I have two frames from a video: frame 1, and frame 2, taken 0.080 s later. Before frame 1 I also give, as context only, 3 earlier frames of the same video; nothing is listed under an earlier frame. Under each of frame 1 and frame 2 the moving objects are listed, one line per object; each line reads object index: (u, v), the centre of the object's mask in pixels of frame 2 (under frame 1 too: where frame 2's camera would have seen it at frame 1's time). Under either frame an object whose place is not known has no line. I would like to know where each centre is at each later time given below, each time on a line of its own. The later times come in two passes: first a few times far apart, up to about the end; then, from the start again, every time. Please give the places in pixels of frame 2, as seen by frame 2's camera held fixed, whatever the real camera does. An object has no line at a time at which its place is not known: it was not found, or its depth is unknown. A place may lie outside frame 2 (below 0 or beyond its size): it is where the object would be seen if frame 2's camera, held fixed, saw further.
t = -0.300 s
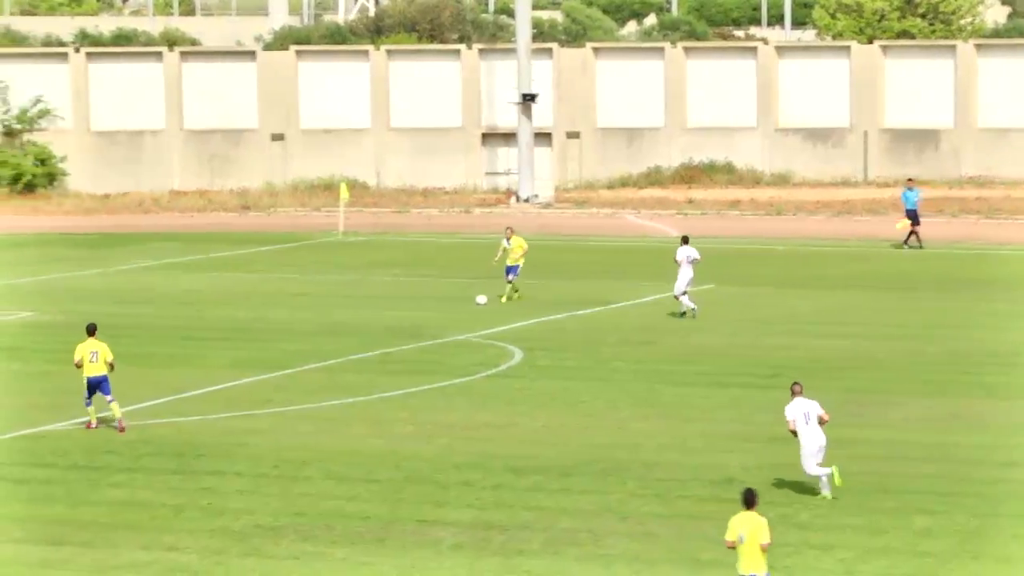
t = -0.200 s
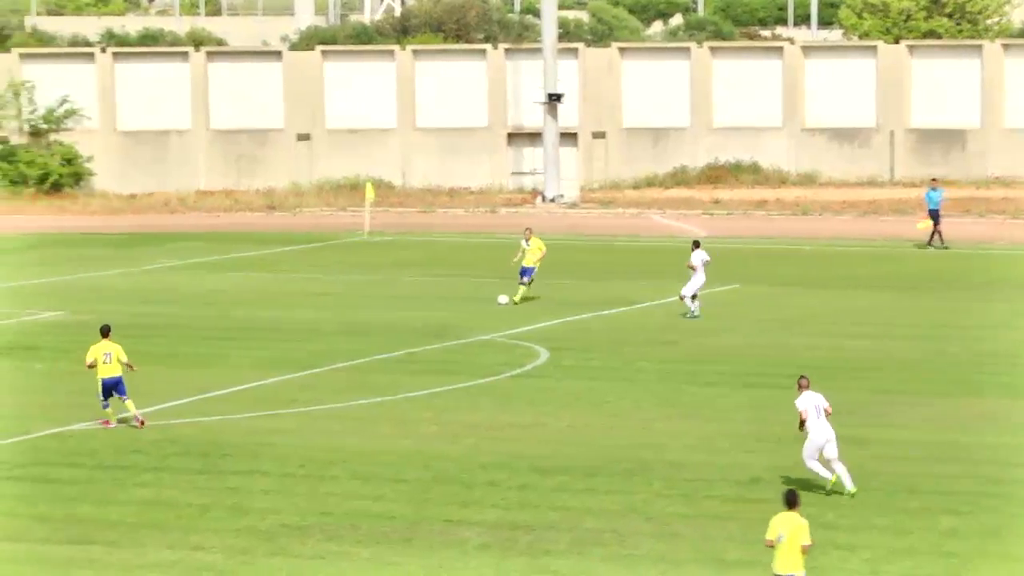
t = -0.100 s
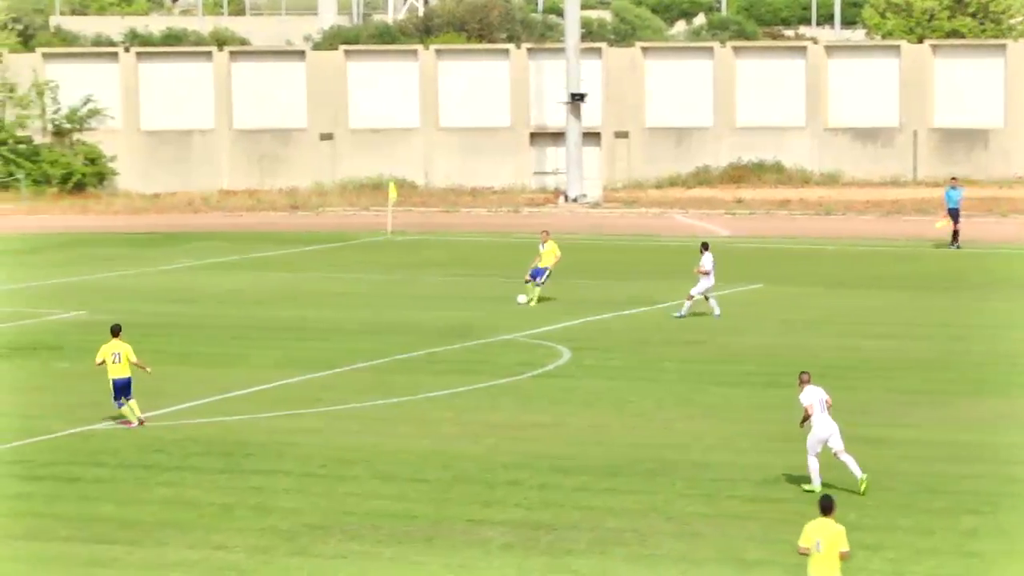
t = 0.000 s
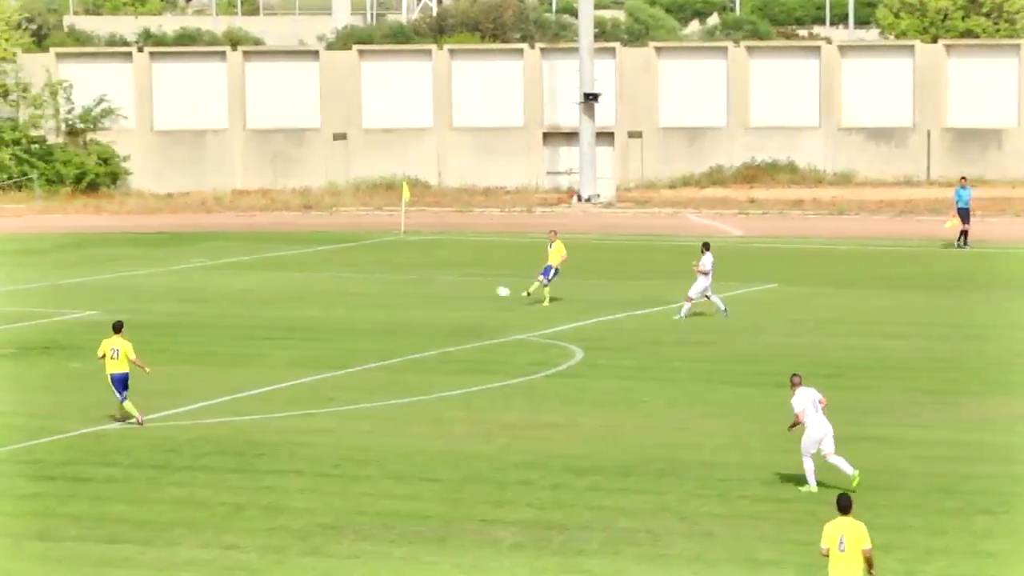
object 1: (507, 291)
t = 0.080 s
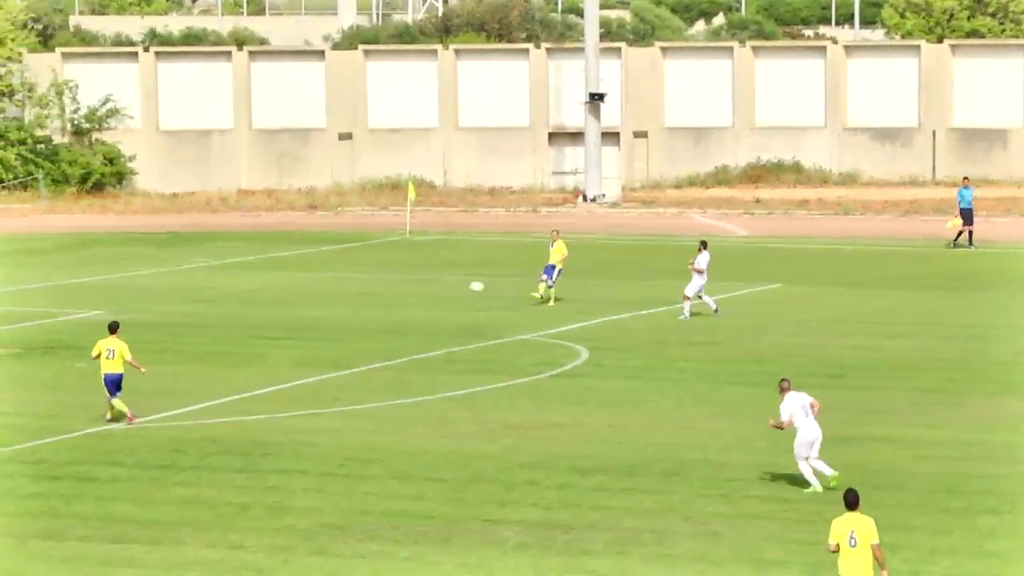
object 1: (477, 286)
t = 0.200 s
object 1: (431, 282)
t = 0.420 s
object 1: (342, 291)
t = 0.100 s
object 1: (468, 285)
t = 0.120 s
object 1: (461, 284)
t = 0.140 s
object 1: (453, 283)
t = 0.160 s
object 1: (445, 283)
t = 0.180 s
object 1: (438, 282)
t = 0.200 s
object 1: (431, 282)
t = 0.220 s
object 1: (423, 282)
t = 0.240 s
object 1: (415, 283)
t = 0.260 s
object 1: (407, 282)
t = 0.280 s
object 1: (399, 282)
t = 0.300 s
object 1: (391, 283)
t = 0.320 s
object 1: (383, 284)
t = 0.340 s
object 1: (375, 285)
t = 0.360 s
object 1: (366, 287)
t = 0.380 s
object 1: (359, 288)
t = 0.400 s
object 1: (351, 289)
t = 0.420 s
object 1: (342, 291)
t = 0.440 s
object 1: (334, 293)
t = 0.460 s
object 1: (327, 295)
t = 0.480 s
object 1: (319, 297)
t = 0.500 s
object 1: (311, 300)
